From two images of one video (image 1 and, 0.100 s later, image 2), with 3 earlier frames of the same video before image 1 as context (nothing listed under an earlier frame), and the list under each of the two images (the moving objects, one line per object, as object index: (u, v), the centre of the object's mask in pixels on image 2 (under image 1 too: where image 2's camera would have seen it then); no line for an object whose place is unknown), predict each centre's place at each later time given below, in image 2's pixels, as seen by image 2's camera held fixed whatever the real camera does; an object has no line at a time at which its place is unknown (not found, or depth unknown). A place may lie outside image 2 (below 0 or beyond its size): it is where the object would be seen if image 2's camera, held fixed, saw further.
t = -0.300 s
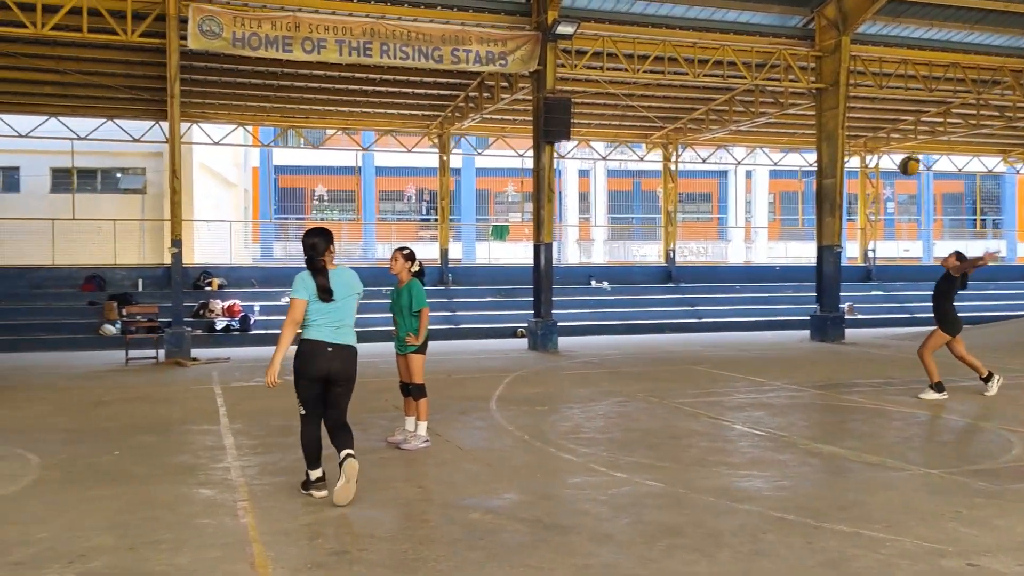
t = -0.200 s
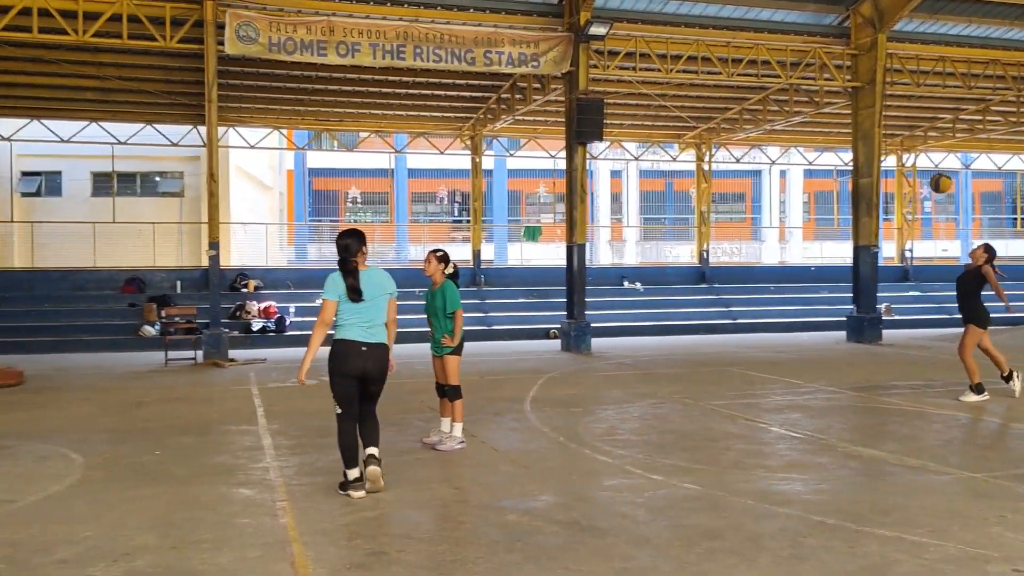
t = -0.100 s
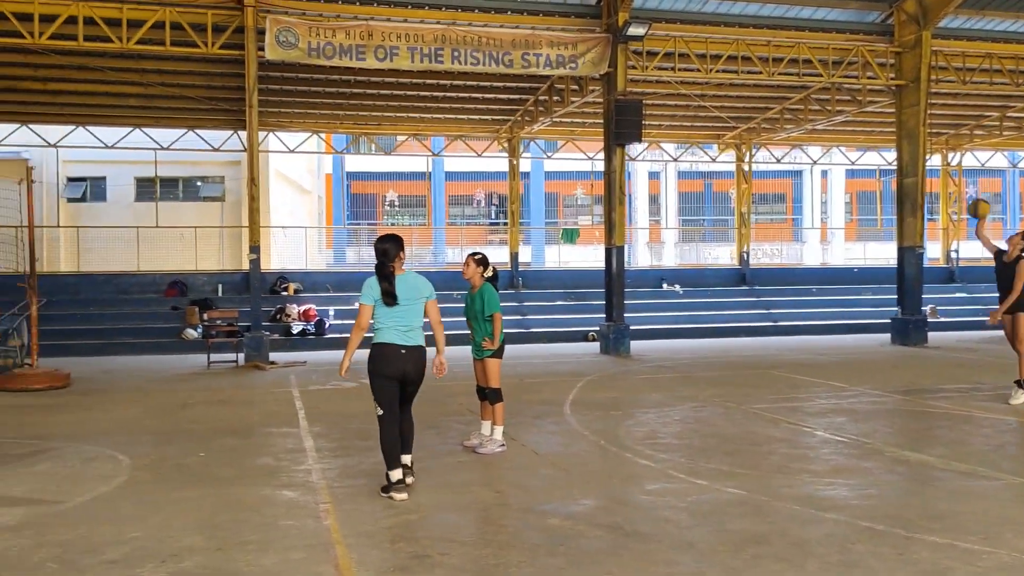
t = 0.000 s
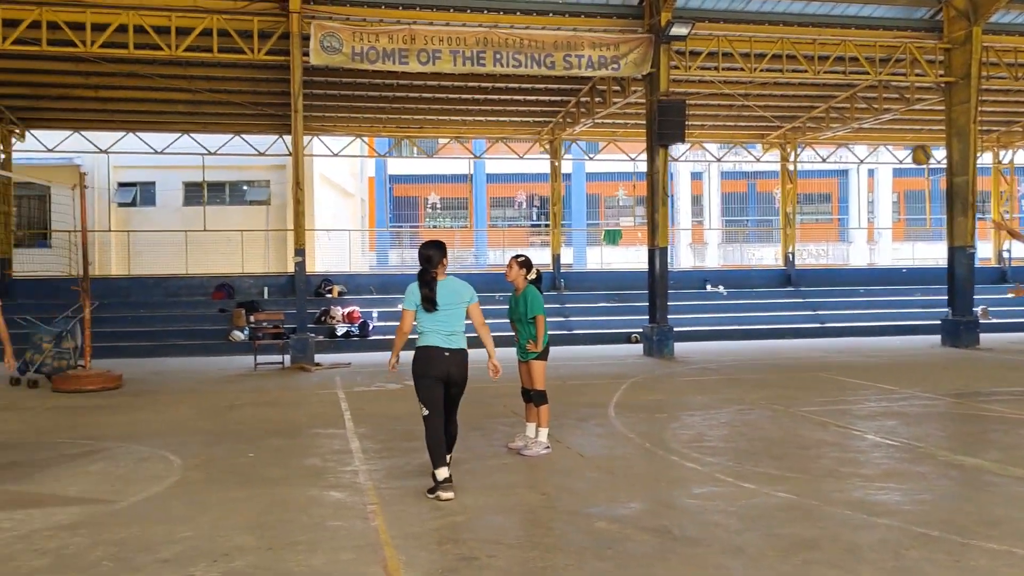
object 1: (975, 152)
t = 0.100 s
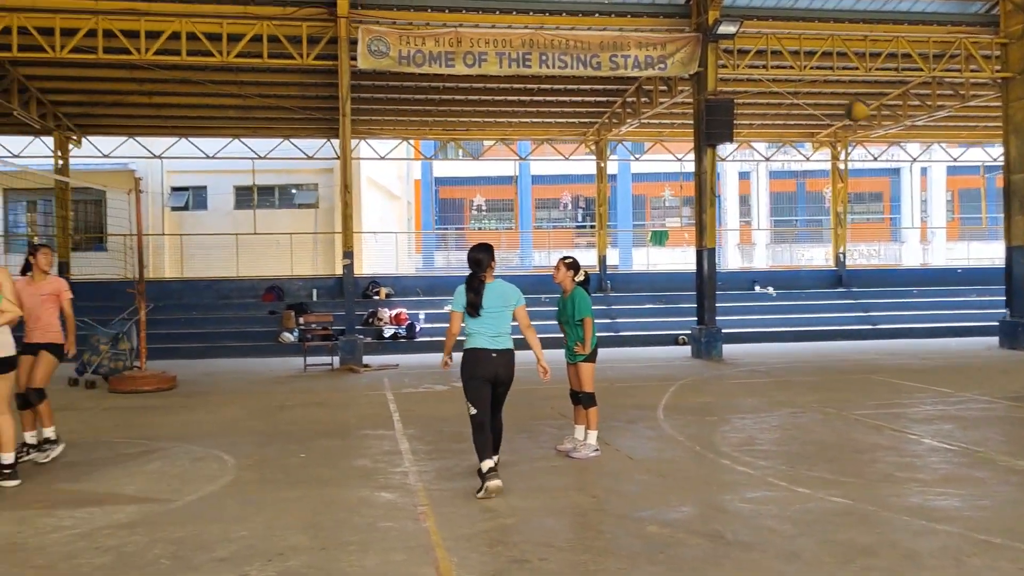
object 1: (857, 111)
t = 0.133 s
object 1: (816, 98)
